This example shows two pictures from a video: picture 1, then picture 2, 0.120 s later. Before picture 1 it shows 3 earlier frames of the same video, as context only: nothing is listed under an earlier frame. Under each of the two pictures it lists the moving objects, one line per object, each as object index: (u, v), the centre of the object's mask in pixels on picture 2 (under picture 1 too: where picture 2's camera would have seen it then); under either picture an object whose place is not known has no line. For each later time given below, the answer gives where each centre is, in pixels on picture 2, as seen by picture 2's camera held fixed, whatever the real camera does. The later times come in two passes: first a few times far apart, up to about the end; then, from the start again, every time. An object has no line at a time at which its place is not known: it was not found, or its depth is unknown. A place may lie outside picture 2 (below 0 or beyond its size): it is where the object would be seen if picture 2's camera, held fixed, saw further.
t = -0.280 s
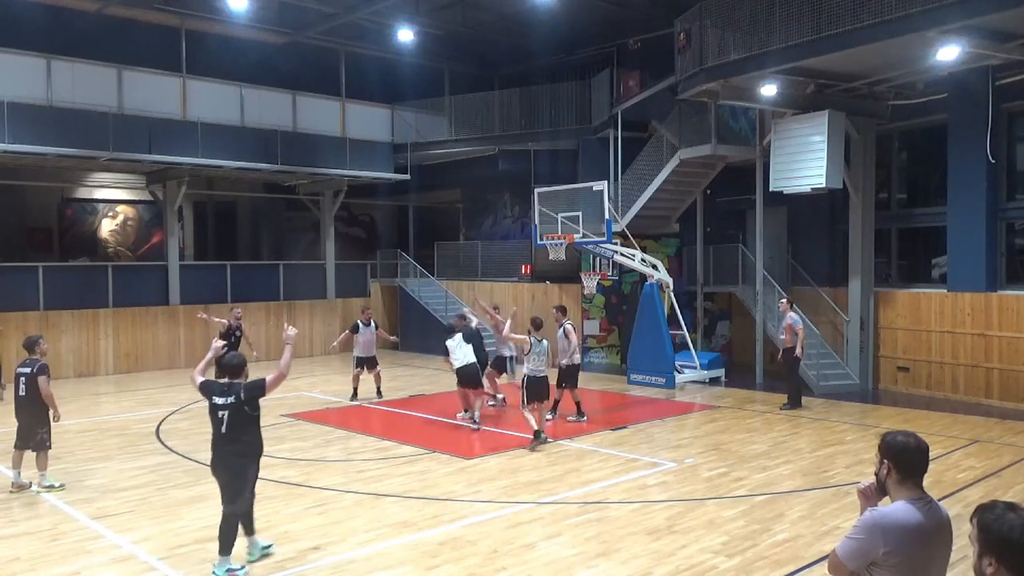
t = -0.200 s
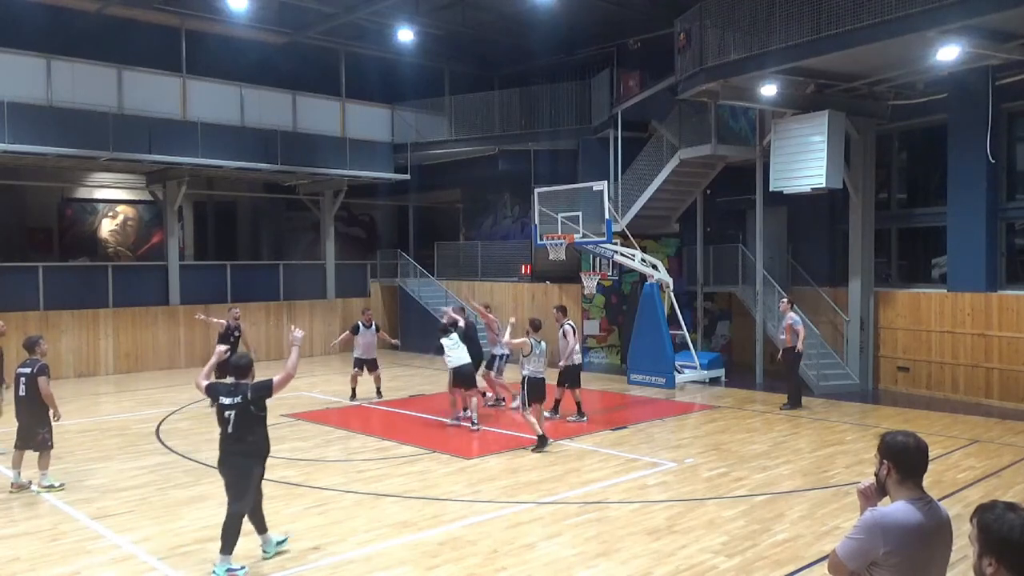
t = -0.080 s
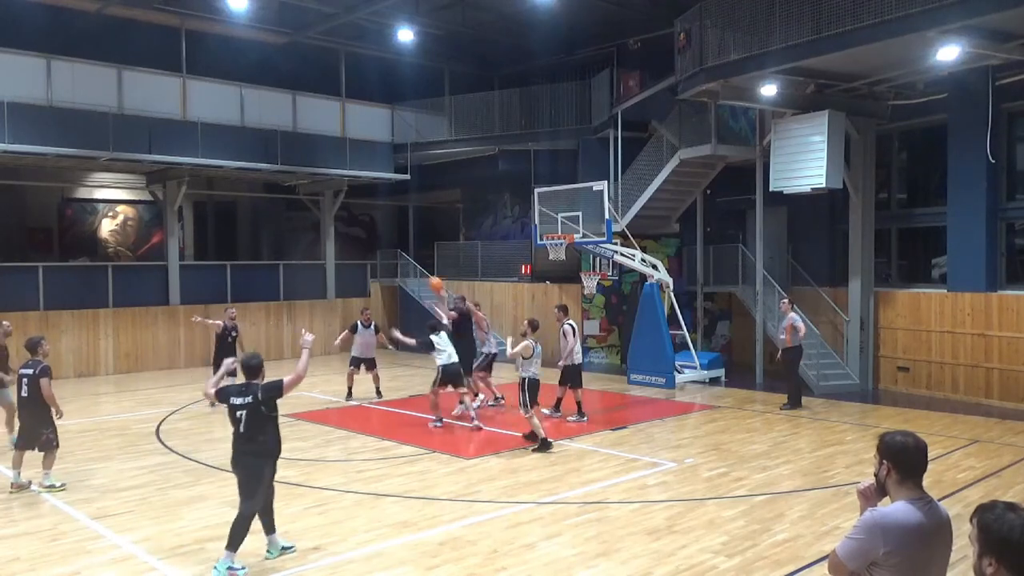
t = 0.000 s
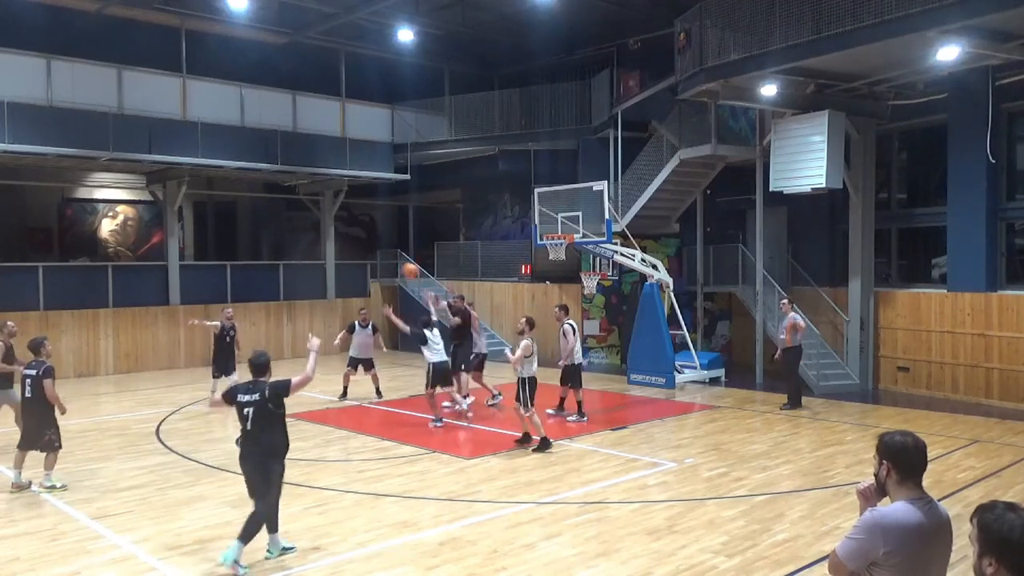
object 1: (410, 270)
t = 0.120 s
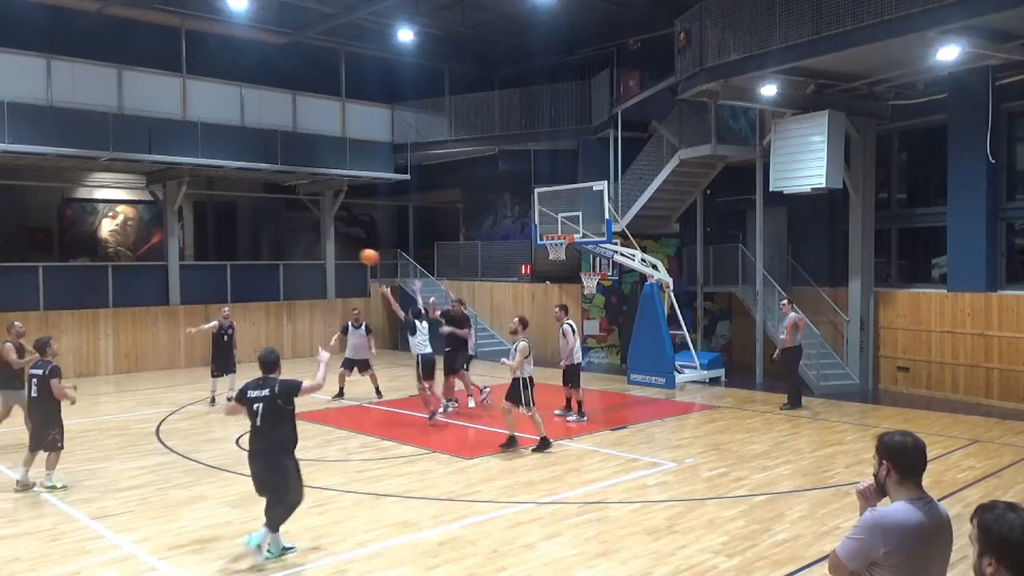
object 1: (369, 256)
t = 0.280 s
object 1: (308, 251)
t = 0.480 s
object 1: (219, 269)
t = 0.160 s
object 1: (354, 254)
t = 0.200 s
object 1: (341, 252)
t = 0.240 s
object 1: (324, 251)
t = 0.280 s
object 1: (308, 251)
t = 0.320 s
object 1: (291, 252)
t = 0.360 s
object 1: (275, 254)
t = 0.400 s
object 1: (257, 258)
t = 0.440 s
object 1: (239, 263)
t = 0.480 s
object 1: (219, 269)
